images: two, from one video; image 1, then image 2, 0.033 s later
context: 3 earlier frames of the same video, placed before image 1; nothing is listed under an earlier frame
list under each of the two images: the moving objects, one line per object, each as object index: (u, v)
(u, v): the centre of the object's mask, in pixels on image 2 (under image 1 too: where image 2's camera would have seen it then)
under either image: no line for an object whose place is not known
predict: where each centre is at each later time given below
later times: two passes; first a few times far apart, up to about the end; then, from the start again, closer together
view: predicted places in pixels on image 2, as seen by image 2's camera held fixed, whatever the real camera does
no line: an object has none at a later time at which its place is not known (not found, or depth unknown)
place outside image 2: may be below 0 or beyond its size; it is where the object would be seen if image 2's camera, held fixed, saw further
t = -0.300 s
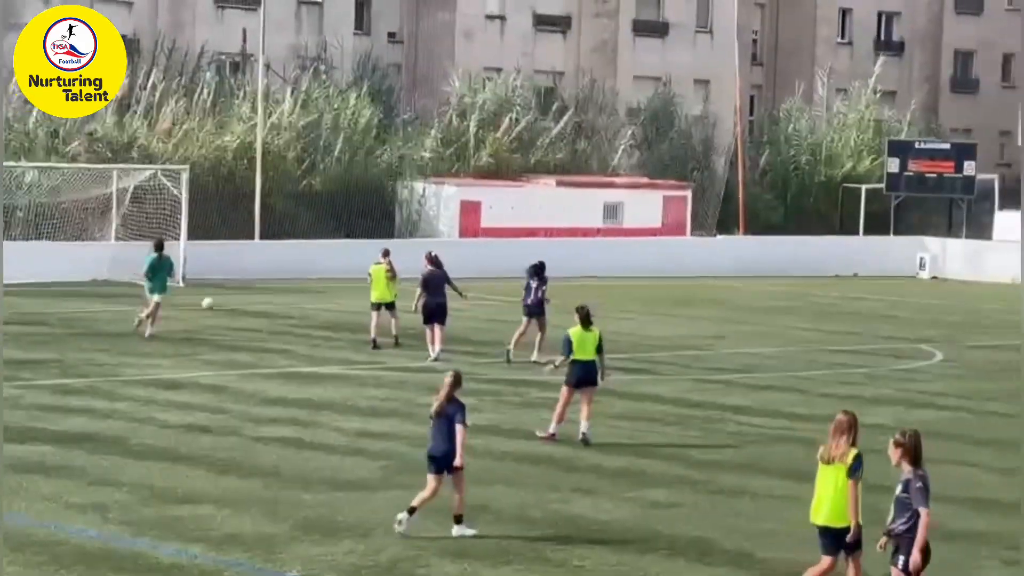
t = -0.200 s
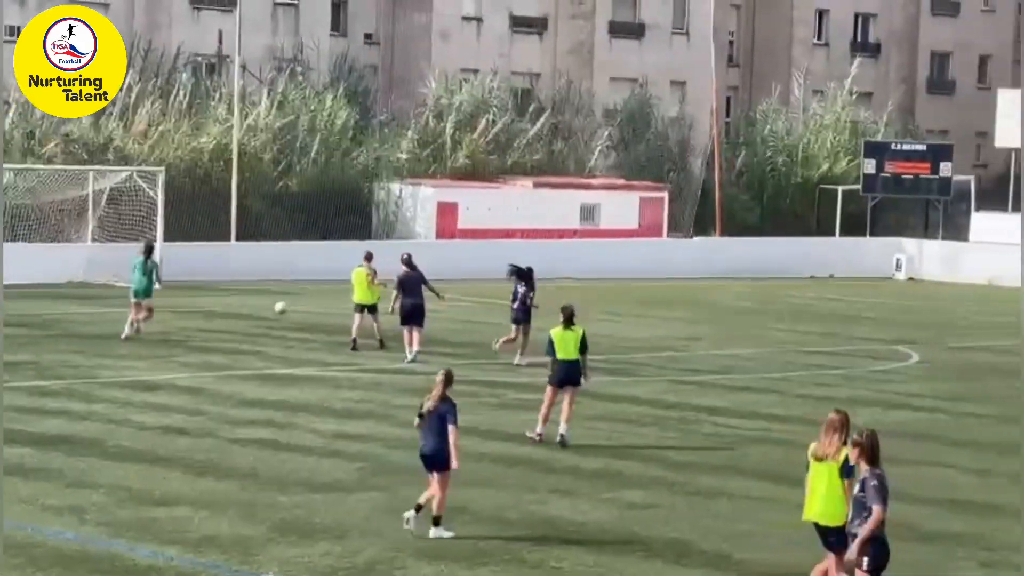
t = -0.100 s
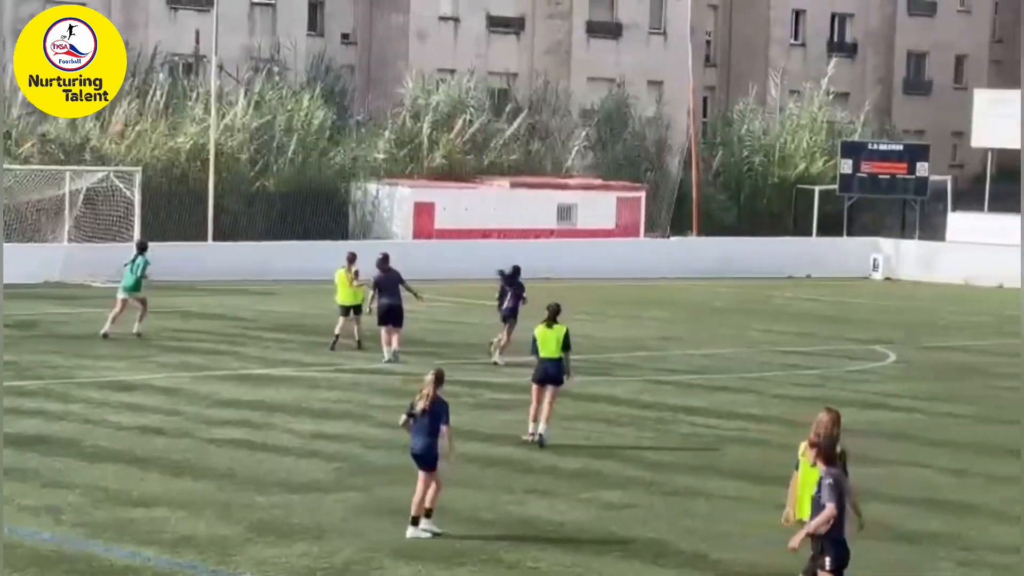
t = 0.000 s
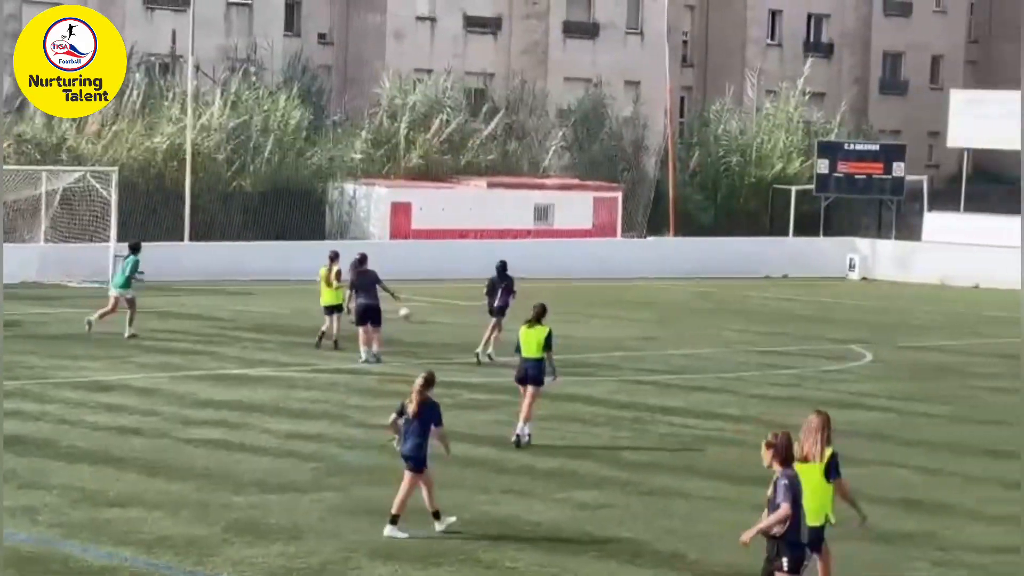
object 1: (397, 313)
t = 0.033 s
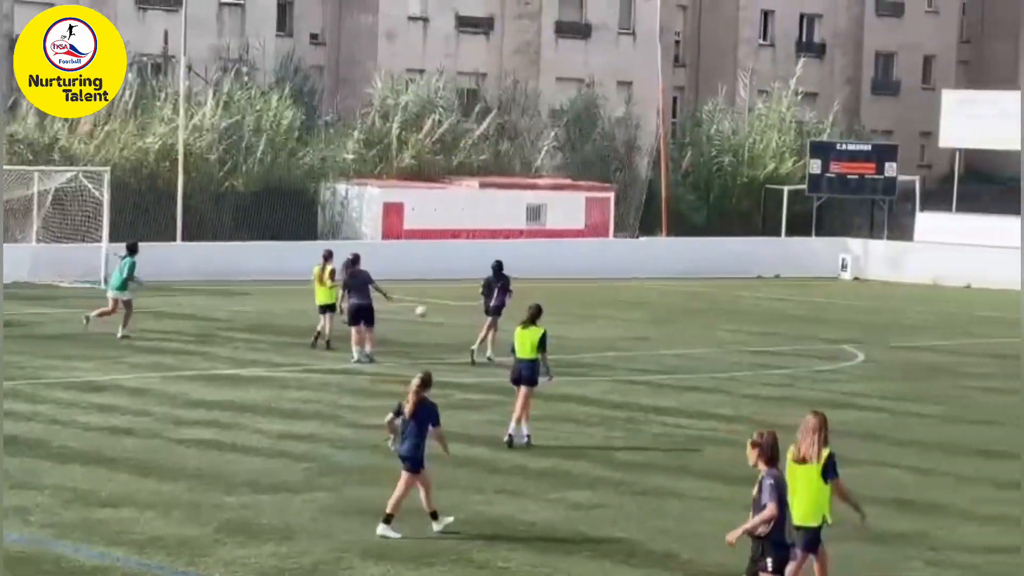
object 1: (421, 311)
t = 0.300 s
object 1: (587, 315)
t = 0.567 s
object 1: (726, 312)
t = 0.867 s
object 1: (847, 311)
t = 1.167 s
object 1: (939, 306)
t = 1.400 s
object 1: (1003, 306)
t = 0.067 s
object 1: (444, 310)
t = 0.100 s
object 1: (468, 310)
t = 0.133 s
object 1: (490, 309)
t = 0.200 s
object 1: (536, 311)
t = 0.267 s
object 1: (568, 315)
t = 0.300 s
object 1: (587, 315)
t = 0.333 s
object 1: (607, 312)
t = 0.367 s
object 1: (623, 311)
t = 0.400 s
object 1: (641, 309)
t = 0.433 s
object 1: (659, 308)
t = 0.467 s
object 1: (676, 308)
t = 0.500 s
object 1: (693, 309)
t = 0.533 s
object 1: (710, 310)
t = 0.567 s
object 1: (726, 312)
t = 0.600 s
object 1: (742, 314)
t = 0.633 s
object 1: (756, 312)
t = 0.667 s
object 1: (768, 310)
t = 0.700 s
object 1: (782, 308)
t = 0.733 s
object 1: (795, 308)
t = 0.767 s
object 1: (808, 308)
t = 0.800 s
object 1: (821, 308)
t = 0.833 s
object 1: (834, 309)
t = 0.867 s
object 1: (847, 311)
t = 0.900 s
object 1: (859, 313)
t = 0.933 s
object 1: (869, 311)
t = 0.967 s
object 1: (879, 308)
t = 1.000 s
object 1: (889, 306)
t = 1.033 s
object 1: (899, 305)
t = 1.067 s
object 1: (910, 304)
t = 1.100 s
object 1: (919, 304)
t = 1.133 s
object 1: (929, 305)
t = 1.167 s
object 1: (939, 306)
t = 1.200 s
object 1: (948, 307)
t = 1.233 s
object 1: (957, 309)
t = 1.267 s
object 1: (967, 312)
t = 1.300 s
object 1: (975, 310)
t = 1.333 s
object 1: (985, 308)
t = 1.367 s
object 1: (994, 307)
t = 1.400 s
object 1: (1003, 306)
